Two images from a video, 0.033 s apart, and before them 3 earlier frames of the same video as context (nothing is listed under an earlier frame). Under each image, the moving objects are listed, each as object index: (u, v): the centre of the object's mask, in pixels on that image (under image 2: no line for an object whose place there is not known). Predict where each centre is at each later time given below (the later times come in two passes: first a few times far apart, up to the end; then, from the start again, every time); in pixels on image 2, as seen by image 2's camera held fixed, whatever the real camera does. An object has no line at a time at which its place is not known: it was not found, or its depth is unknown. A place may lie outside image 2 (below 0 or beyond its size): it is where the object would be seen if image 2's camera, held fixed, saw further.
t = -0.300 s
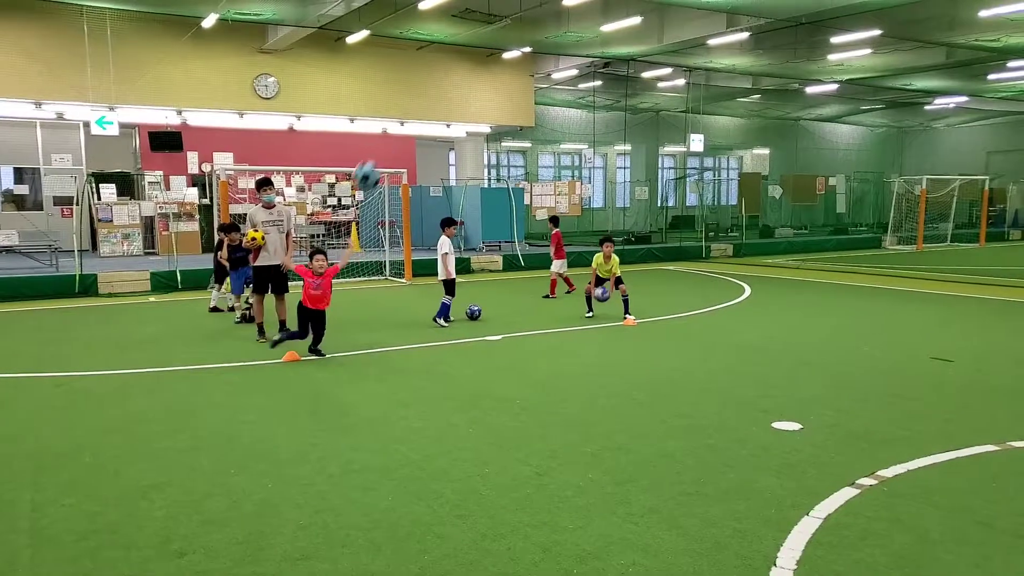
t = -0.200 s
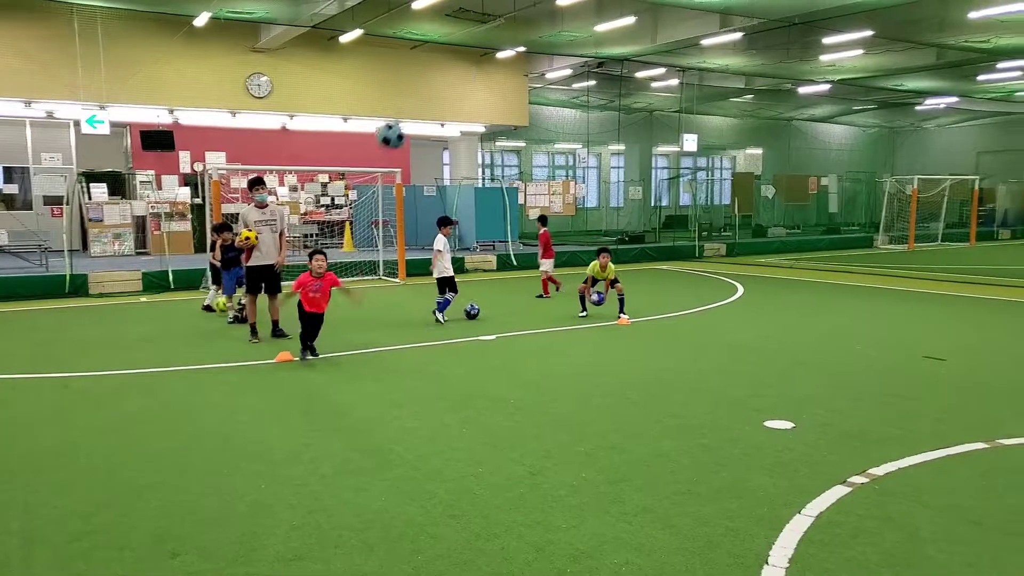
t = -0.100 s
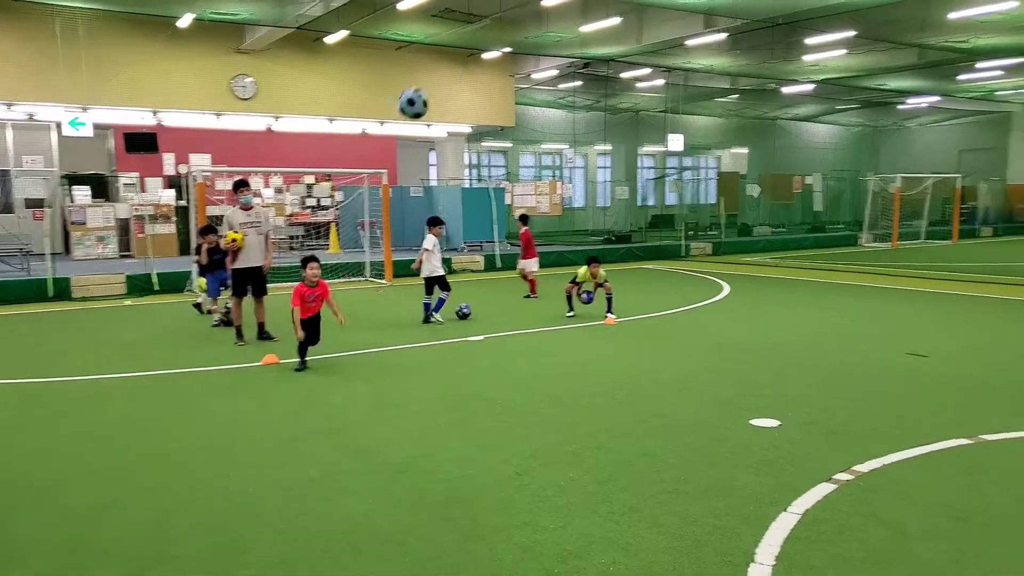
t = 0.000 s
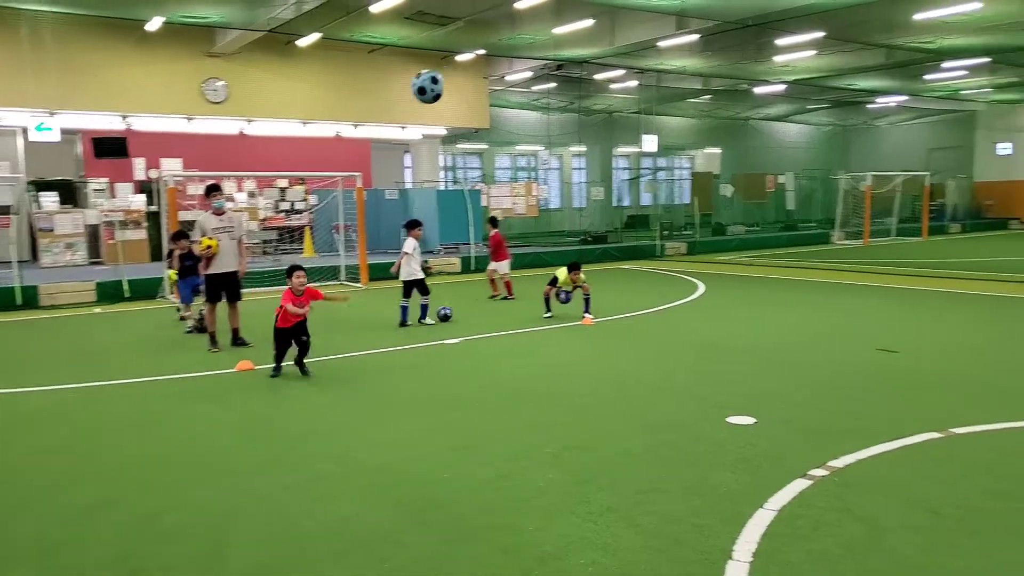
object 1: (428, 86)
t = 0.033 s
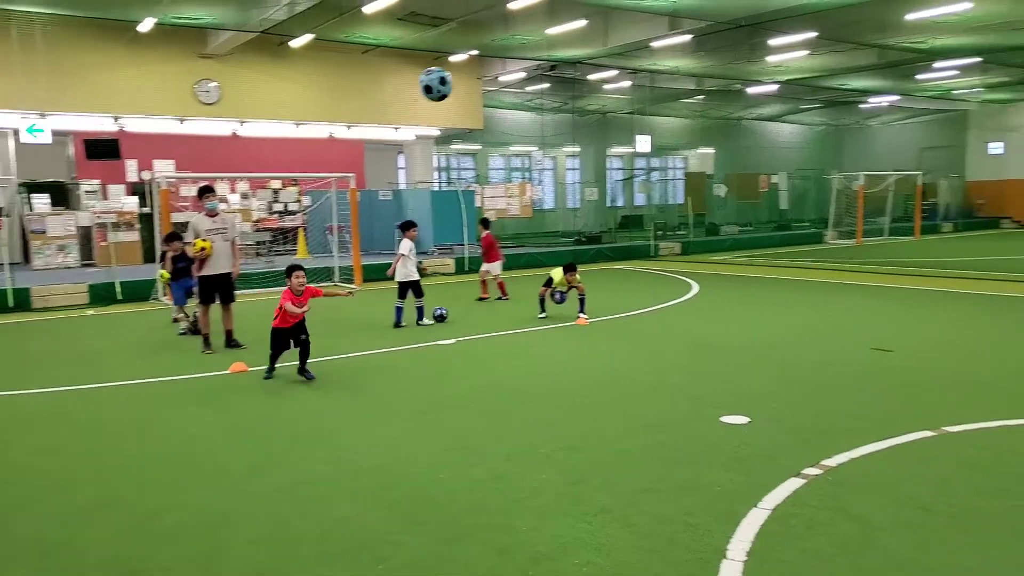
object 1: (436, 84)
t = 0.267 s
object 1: (558, 113)
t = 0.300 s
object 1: (579, 125)
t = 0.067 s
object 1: (451, 82)
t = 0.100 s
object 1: (467, 82)
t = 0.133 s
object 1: (484, 85)
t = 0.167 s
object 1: (501, 89)
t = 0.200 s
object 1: (520, 94)
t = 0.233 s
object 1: (539, 102)
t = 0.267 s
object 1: (558, 113)
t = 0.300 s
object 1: (579, 125)
